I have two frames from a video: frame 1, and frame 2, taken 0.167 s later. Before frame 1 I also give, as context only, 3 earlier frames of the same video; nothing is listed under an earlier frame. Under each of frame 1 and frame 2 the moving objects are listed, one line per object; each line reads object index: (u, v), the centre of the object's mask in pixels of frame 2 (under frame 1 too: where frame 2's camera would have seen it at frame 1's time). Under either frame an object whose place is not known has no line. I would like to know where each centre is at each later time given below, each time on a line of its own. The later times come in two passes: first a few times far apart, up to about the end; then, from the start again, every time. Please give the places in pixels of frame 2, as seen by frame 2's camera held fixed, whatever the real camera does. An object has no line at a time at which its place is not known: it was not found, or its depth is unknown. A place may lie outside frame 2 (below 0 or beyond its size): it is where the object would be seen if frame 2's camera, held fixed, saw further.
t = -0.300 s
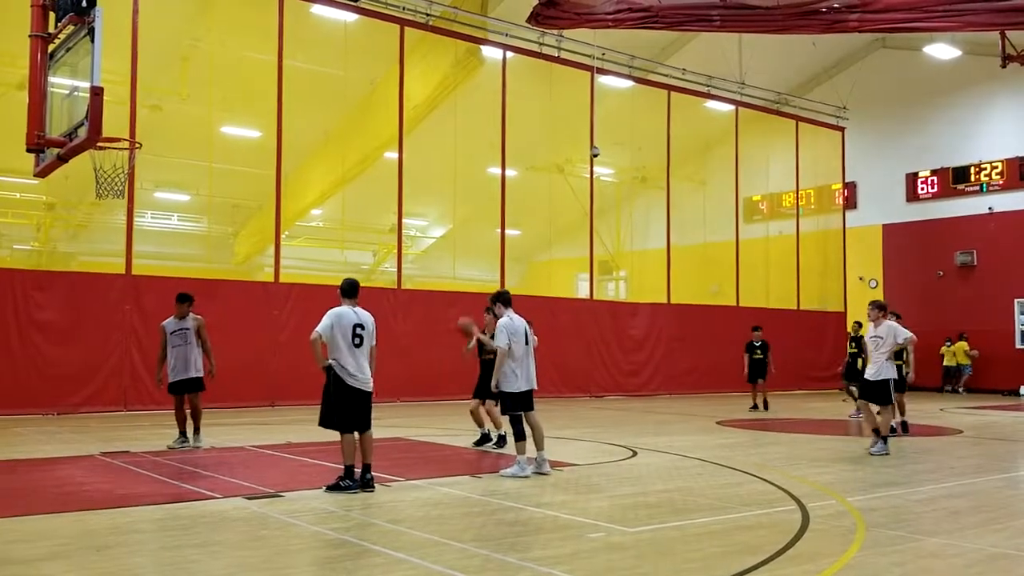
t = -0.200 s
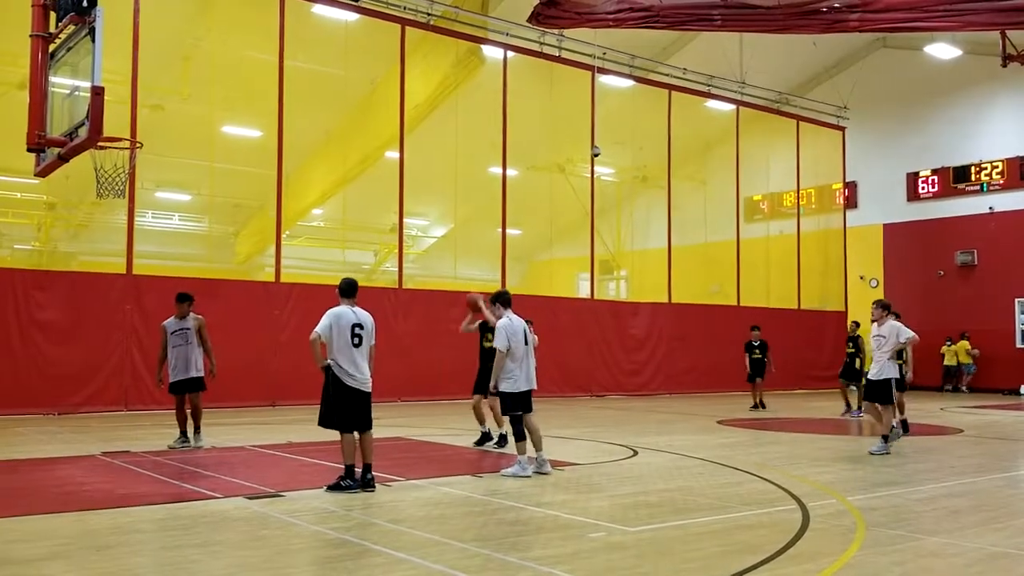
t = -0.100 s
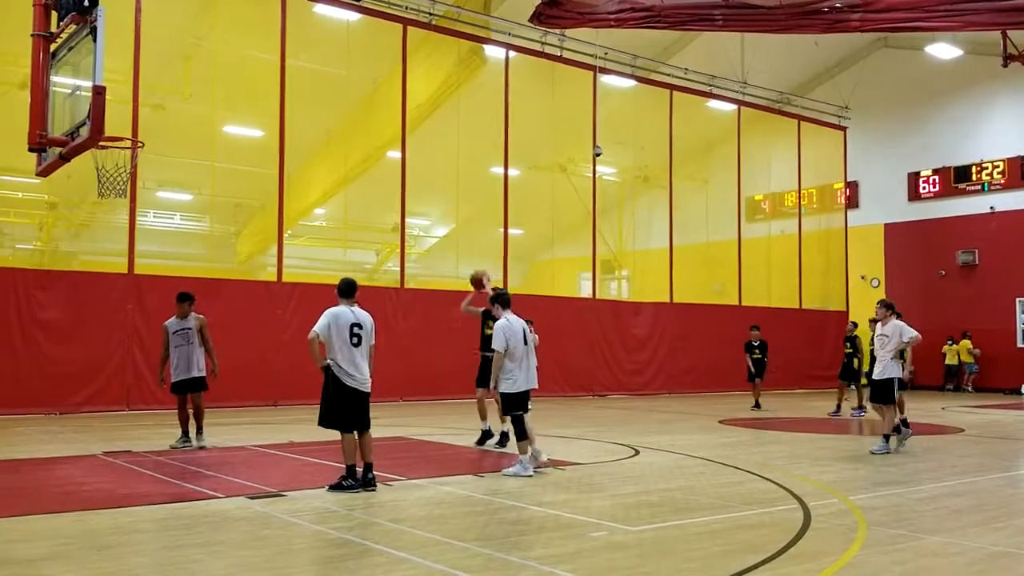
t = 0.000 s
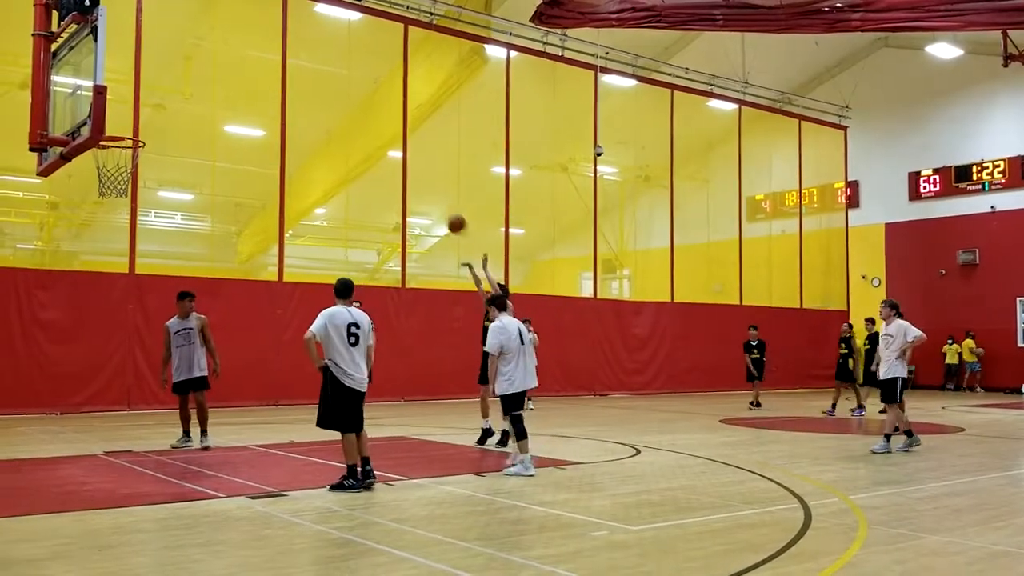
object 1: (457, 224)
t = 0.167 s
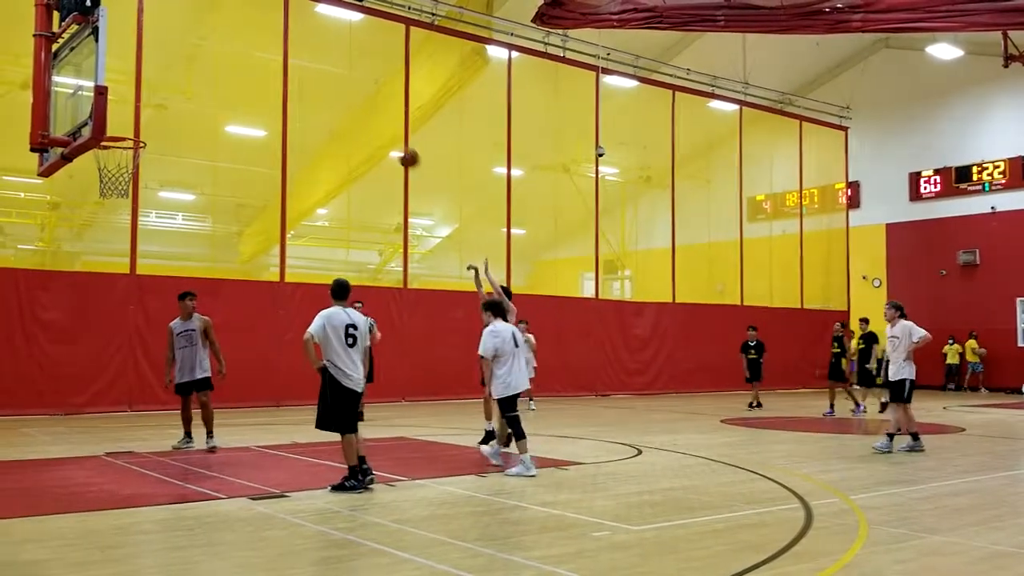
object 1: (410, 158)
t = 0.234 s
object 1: (388, 136)
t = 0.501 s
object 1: (297, 82)
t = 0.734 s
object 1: (206, 83)
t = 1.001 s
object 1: (116, 153)
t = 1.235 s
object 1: (133, 162)
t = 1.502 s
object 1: (123, 186)
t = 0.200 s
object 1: (398, 147)
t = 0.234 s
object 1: (388, 136)
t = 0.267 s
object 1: (378, 126)
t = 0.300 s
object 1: (367, 117)
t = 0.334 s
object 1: (356, 109)
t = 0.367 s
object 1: (344, 102)
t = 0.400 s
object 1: (333, 95)
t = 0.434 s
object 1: (321, 90)
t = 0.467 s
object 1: (310, 85)
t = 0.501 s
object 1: (297, 82)
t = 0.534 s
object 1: (285, 79)
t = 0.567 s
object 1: (272, 77)
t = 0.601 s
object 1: (260, 76)
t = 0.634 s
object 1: (247, 76)
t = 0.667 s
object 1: (234, 77)
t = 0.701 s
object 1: (220, 80)
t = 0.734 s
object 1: (206, 83)
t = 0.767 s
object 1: (192, 88)
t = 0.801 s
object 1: (178, 94)
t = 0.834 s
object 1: (164, 101)
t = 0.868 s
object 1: (150, 110)
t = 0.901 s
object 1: (134, 119)
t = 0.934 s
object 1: (118, 130)
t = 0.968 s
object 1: (112, 143)
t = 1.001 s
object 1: (116, 153)
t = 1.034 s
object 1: (120, 163)
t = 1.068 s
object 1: (124, 167)
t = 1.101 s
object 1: (128, 166)
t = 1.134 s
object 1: (130, 163)
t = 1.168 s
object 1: (132, 162)
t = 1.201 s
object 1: (133, 162)
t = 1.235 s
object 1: (133, 162)
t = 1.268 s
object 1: (134, 164)
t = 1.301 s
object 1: (133, 166)
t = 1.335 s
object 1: (133, 169)
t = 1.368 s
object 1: (132, 172)
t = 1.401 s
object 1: (130, 176)
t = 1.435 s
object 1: (128, 179)
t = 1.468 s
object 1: (126, 183)
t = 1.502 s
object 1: (123, 186)
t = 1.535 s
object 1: (120, 192)
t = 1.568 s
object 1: (117, 199)
